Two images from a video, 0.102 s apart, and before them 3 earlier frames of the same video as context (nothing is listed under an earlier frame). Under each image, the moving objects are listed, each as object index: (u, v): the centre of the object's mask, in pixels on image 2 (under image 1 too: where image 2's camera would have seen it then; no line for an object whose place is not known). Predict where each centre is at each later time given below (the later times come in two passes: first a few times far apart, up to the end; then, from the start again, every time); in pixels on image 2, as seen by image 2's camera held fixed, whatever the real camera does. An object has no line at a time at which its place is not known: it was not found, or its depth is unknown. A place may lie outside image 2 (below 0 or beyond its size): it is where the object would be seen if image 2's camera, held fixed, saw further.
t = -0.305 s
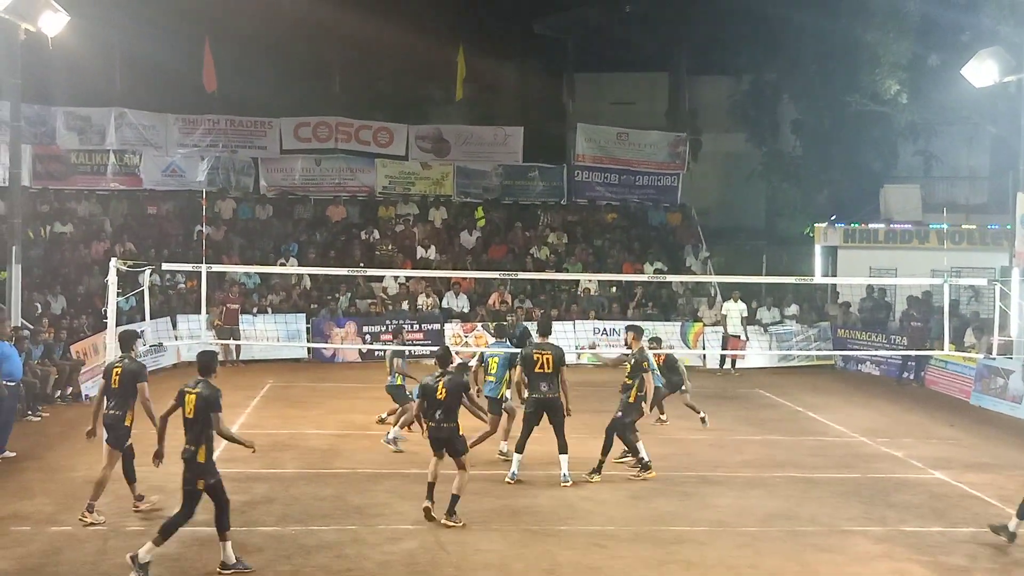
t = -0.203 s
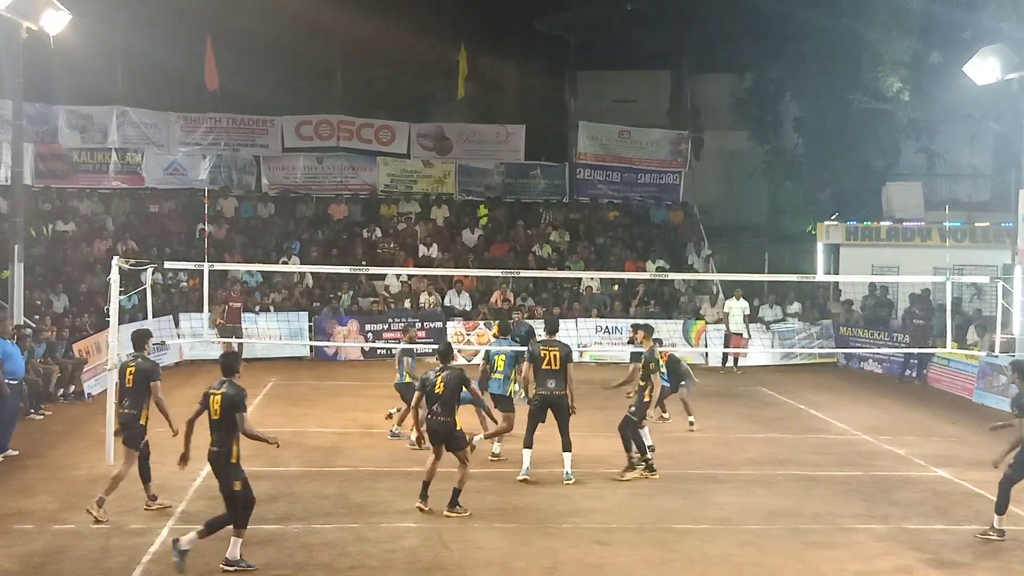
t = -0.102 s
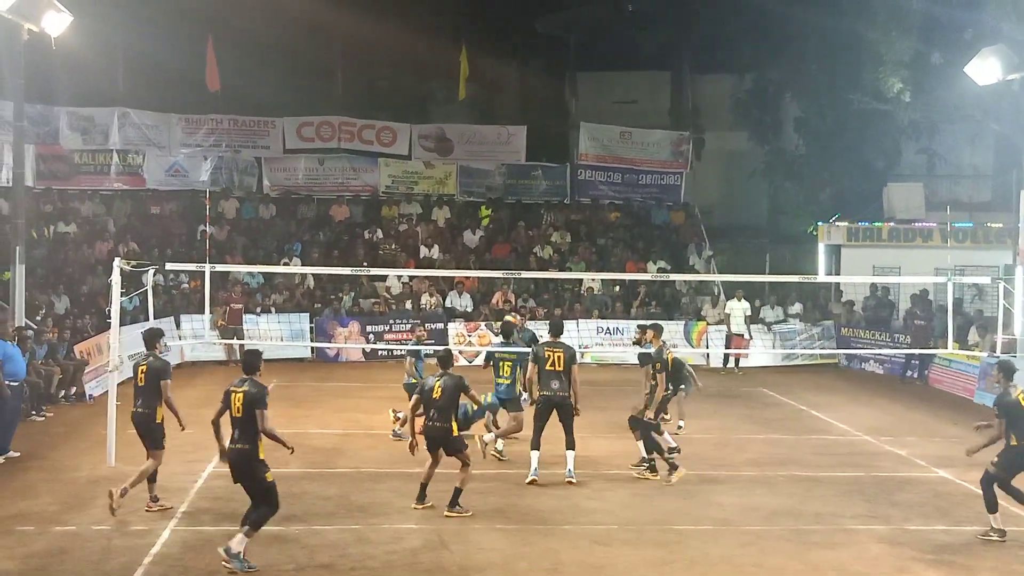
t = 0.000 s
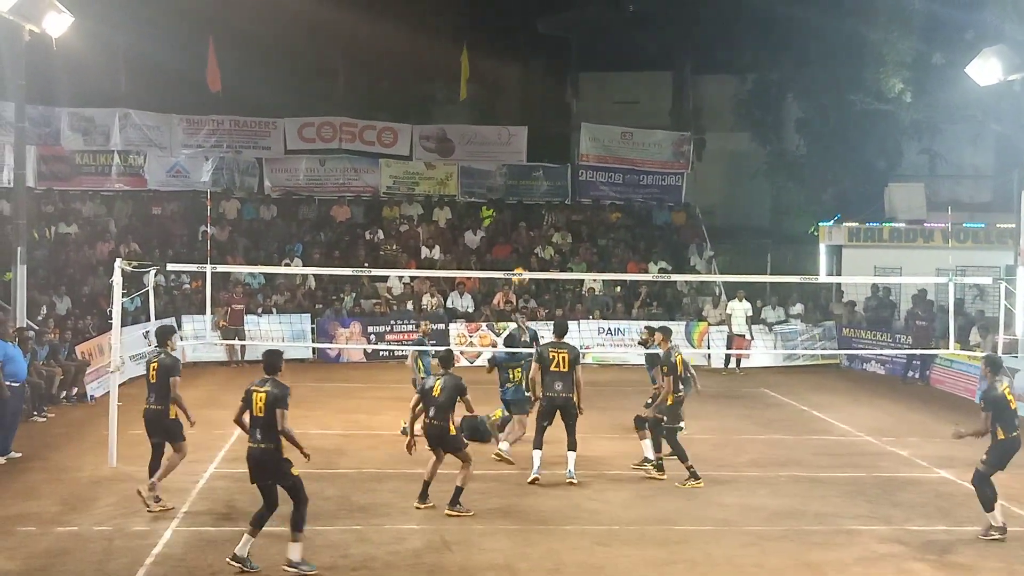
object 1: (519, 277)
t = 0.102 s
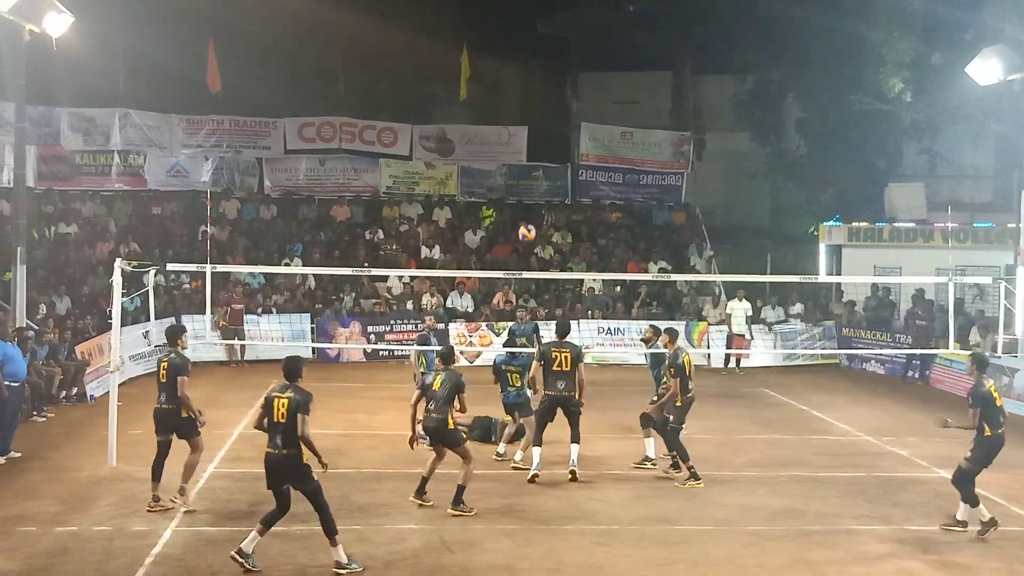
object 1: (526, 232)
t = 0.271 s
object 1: (537, 177)
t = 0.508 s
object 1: (551, 135)
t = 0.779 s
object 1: (566, 140)
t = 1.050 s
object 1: (579, 209)
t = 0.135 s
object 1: (529, 220)
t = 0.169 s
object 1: (531, 209)
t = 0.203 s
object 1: (533, 197)
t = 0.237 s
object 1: (535, 187)
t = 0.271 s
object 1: (537, 177)
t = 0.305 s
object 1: (539, 168)
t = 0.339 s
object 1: (541, 161)
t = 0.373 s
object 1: (544, 154)
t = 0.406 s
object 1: (545, 147)
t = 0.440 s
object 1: (547, 143)
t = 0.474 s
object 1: (549, 138)
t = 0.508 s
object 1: (551, 135)
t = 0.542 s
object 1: (553, 132)
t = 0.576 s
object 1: (555, 130)
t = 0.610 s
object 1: (557, 130)
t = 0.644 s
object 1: (559, 130)
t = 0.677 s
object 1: (561, 131)
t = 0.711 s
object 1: (563, 133)
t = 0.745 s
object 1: (564, 136)
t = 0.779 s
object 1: (566, 140)
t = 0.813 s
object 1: (567, 145)
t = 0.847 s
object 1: (569, 151)
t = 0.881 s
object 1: (571, 158)
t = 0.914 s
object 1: (573, 166)
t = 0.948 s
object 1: (575, 174)
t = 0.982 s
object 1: (576, 185)
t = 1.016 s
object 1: (578, 196)
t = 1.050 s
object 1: (579, 209)
